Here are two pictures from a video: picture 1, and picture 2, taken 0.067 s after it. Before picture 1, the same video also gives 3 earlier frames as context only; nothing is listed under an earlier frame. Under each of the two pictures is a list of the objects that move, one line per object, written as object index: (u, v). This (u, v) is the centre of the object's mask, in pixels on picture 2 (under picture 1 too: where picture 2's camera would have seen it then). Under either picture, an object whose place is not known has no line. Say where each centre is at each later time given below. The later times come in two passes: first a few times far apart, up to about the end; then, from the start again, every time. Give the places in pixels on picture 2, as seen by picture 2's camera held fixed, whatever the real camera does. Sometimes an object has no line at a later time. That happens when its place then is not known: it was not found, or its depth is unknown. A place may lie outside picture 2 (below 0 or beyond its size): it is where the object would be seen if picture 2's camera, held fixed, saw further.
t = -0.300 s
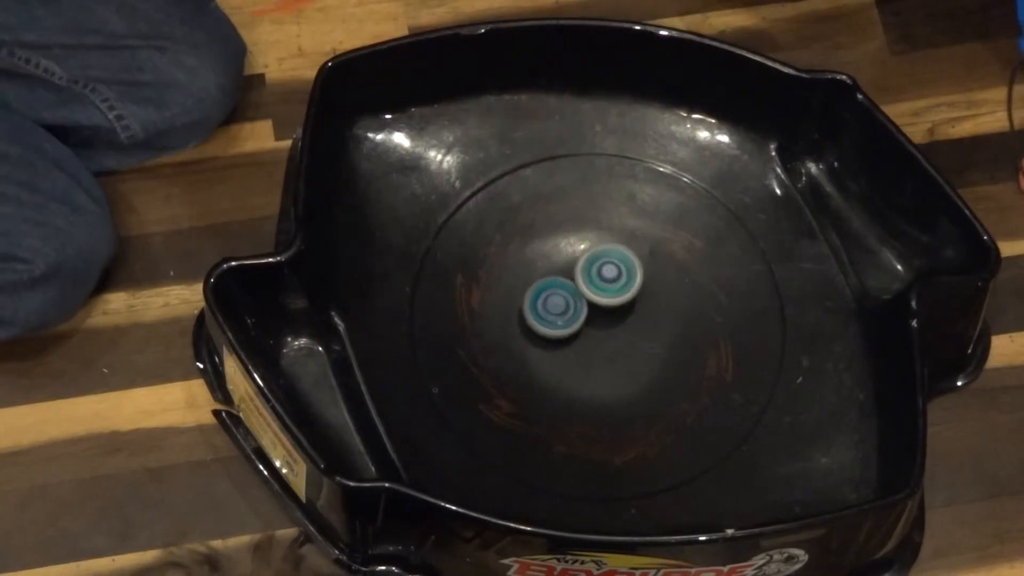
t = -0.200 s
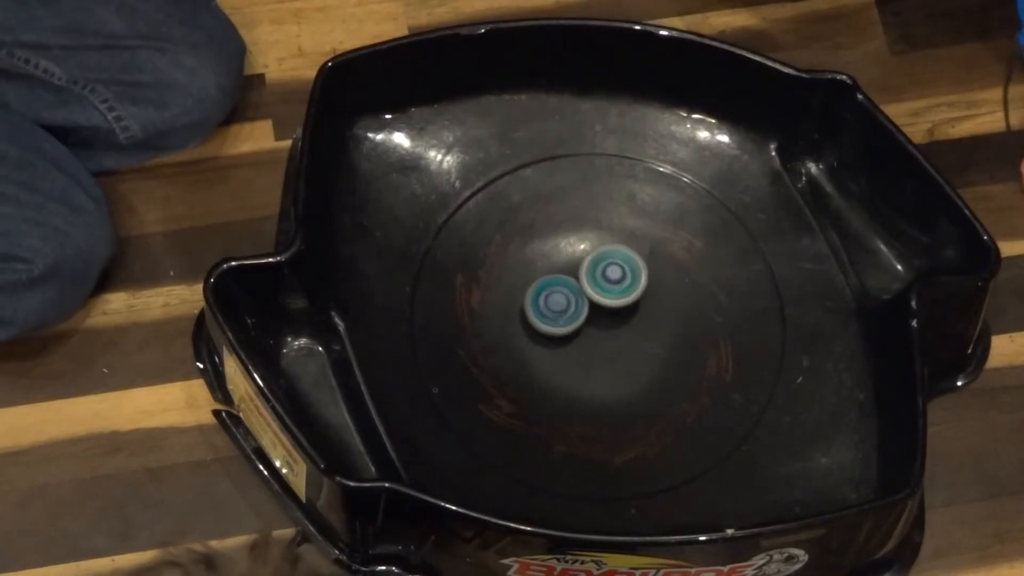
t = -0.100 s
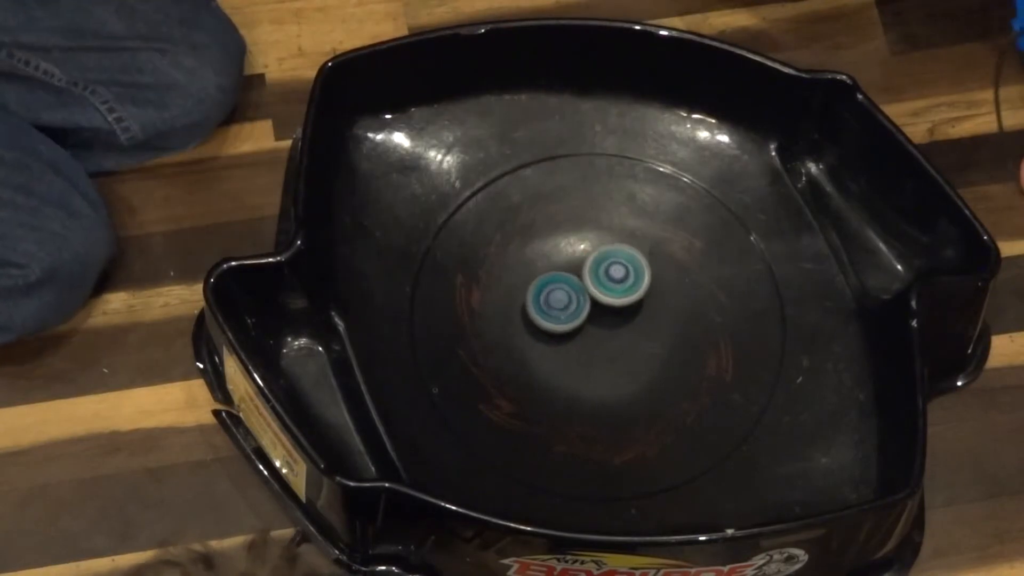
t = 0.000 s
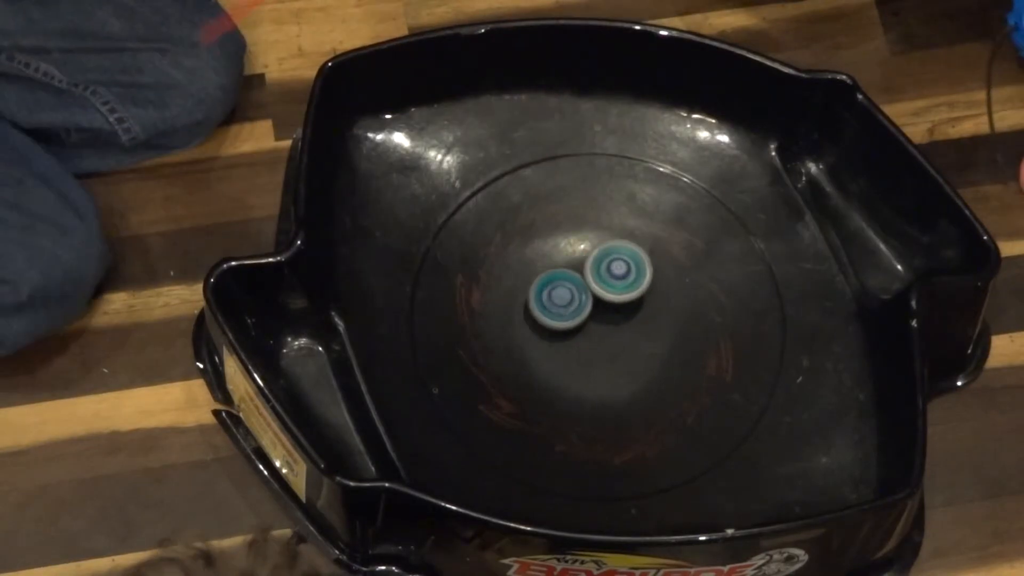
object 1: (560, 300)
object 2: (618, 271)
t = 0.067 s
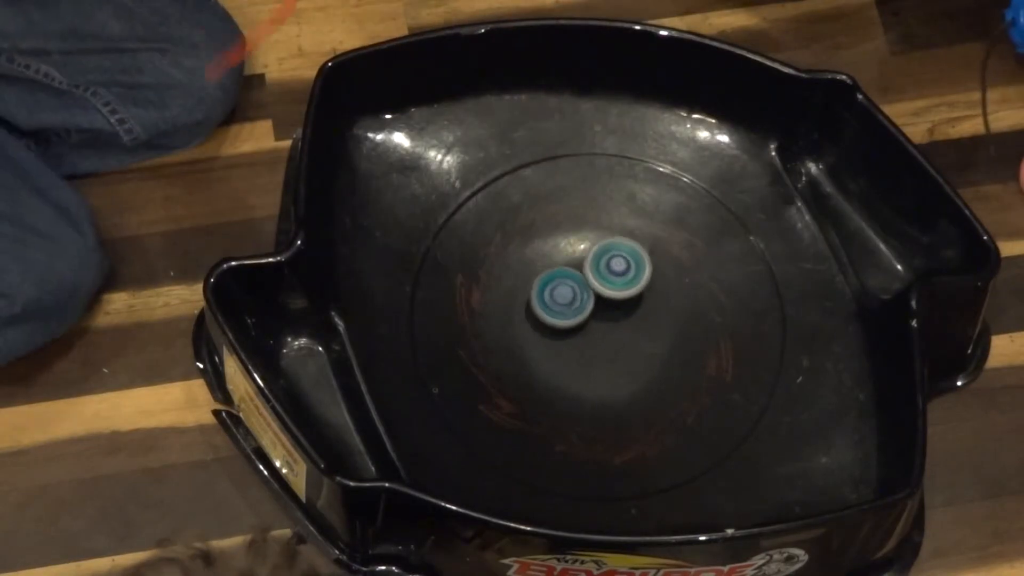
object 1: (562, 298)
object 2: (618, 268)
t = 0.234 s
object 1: (566, 295)
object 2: (609, 256)
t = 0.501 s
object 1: (566, 296)
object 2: (588, 238)
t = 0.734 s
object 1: (562, 306)
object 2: (569, 251)
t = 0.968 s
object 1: (558, 313)
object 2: (589, 258)
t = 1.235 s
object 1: (550, 315)
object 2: (619, 264)
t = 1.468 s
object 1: (547, 313)
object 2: (639, 268)
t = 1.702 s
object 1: (549, 307)
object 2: (647, 268)
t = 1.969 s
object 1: (558, 301)
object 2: (633, 265)
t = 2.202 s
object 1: (568, 298)
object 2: (615, 264)
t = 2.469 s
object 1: (548, 306)
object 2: (618, 241)
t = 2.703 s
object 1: (543, 308)
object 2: (593, 251)
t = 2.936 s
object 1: (542, 307)
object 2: (592, 272)
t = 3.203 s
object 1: (545, 305)
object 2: (598, 283)
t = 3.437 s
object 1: (553, 304)
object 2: (603, 277)
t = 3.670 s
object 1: (559, 304)
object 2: (607, 258)
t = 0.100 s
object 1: (562, 297)
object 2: (616, 266)
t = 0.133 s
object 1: (563, 296)
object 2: (615, 263)
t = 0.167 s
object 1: (564, 296)
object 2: (613, 261)
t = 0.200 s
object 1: (565, 295)
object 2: (611, 258)
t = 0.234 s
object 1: (566, 295)
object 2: (609, 256)
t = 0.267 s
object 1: (567, 295)
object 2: (606, 254)
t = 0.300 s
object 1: (568, 294)
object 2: (603, 252)
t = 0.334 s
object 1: (568, 294)
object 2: (602, 248)
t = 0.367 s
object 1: (567, 294)
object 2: (604, 244)
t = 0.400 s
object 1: (566, 294)
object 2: (602, 242)
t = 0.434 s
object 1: (566, 295)
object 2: (598, 240)
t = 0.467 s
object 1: (566, 295)
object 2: (593, 238)
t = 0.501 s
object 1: (566, 296)
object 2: (588, 238)
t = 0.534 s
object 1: (566, 296)
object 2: (583, 238)
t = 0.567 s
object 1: (565, 297)
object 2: (578, 240)
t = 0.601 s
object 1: (565, 298)
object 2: (574, 243)
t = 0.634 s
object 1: (565, 300)
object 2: (571, 246)
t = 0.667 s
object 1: (564, 302)
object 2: (569, 247)
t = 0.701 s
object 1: (563, 304)
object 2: (568, 249)
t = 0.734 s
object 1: (562, 306)
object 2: (569, 251)
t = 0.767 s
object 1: (561, 307)
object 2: (570, 252)
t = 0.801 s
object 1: (561, 309)
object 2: (572, 253)
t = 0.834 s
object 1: (560, 310)
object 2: (575, 254)
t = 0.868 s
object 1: (559, 311)
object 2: (578, 255)
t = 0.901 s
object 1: (559, 311)
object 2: (582, 257)
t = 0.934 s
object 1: (558, 312)
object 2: (585, 257)
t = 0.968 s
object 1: (558, 313)
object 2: (589, 258)
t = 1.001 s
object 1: (557, 313)
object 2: (594, 259)
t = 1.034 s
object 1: (556, 314)
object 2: (597, 260)
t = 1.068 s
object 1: (555, 315)
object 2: (601, 261)
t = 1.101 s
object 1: (554, 315)
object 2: (605, 261)
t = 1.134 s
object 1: (553, 315)
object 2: (609, 262)
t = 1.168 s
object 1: (552, 315)
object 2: (613, 263)
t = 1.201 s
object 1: (551, 315)
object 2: (616, 263)
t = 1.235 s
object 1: (550, 315)
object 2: (619, 264)
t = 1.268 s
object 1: (550, 315)
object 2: (623, 264)
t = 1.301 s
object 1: (549, 315)
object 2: (626, 265)
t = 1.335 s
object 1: (548, 315)
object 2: (629, 265)
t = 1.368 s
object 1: (548, 314)
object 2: (631, 266)
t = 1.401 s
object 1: (547, 314)
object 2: (634, 266)
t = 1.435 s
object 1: (547, 313)
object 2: (636, 267)
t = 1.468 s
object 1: (547, 313)
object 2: (639, 268)
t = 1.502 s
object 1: (547, 312)
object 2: (641, 268)
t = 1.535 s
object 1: (547, 311)
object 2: (642, 268)
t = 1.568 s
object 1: (547, 311)
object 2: (644, 269)
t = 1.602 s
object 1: (547, 310)
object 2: (645, 269)
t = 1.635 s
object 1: (548, 309)
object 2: (646, 268)
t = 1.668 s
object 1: (548, 308)
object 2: (647, 268)
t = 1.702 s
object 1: (549, 307)
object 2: (647, 268)
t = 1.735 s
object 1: (550, 307)
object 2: (648, 268)
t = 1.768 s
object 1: (551, 306)
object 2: (647, 266)
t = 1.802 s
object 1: (552, 305)
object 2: (645, 265)
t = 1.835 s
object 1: (553, 304)
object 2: (643, 264)
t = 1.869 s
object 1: (554, 303)
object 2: (640, 264)
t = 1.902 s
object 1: (556, 302)
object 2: (638, 264)
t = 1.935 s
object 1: (557, 302)
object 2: (636, 265)
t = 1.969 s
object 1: (558, 301)
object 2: (633, 265)
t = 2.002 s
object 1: (560, 300)
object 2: (631, 265)
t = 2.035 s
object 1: (562, 299)
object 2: (628, 265)
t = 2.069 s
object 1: (563, 298)
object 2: (626, 265)
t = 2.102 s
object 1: (565, 298)
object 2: (624, 265)
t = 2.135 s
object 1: (566, 298)
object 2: (621, 265)
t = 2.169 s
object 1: (567, 298)
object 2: (618, 265)
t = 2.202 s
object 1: (568, 298)
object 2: (615, 264)
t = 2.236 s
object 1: (566, 299)
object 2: (615, 263)
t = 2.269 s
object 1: (559, 300)
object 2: (623, 258)
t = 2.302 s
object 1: (555, 301)
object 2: (629, 255)
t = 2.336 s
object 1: (553, 302)
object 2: (630, 253)
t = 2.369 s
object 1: (552, 303)
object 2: (628, 249)
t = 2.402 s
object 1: (551, 304)
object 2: (626, 246)
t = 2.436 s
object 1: (550, 305)
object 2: (622, 243)
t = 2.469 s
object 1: (548, 306)
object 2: (618, 241)
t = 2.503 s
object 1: (547, 307)
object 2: (613, 240)
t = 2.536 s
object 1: (547, 307)
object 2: (609, 240)
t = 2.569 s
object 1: (545, 308)
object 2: (604, 241)
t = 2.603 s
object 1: (545, 308)
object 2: (600, 243)
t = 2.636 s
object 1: (544, 308)
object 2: (596, 245)
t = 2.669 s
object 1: (543, 308)
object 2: (593, 248)
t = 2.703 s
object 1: (543, 308)
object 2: (593, 251)
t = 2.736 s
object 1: (542, 308)
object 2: (592, 254)
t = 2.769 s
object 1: (542, 308)
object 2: (592, 257)
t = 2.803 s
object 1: (542, 307)
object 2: (592, 260)
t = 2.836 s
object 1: (542, 307)
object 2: (592, 263)
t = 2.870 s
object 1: (541, 307)
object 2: (592, 266)
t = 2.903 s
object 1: (541, 307)
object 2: (592, 269)
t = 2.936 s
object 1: (542, 307)
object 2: (592, 272)
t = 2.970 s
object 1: (542, 307)
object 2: (592, 275)
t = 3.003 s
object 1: (542, 307)
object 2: (591, 277)
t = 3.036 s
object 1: (542, 307)
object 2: (592, 279)
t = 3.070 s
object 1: (542, 306)
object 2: (592, 281)
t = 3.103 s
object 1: (542, 306)
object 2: (594, 282)
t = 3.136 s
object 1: (543, 305)
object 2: (595, 282)
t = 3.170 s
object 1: (543, 305)
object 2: (596, 283)
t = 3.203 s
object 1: (545, 305)
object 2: (598, 283)
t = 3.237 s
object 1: (545, 305)
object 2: (599, 283)
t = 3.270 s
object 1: (546, 304)
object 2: (600, 283)
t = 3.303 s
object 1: (548, 304)
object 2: (601, 282)
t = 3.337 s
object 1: (549, 304)
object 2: (602, 281)
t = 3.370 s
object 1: (550, 304)
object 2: (602, 280)
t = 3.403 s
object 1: (551, 304)
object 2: (603, 278)
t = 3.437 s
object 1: (553, 304)
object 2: (603, 277)
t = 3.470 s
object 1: (554, 303)
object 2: (603, 275)
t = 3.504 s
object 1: (556, 303)
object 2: (603, 273)
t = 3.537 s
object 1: (557, 304)
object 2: (602, 271)
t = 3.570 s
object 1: (559, 304)
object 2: (602, 268)
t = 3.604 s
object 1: (559, 304)
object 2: (603, 265)
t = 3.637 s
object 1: (559, 303)
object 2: (606, 261)
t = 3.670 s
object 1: (559, 304)
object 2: (607, 258)
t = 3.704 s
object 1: (559, 304)
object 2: (608, 255)
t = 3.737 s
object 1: (559, 305)
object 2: (608, 251)
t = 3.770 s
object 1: (559, 305)
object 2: (608, 248)
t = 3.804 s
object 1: (559, 306)
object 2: (607, 246)
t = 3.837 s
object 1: (559, 306)
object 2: (604, 243)
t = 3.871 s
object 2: (600, 242)
